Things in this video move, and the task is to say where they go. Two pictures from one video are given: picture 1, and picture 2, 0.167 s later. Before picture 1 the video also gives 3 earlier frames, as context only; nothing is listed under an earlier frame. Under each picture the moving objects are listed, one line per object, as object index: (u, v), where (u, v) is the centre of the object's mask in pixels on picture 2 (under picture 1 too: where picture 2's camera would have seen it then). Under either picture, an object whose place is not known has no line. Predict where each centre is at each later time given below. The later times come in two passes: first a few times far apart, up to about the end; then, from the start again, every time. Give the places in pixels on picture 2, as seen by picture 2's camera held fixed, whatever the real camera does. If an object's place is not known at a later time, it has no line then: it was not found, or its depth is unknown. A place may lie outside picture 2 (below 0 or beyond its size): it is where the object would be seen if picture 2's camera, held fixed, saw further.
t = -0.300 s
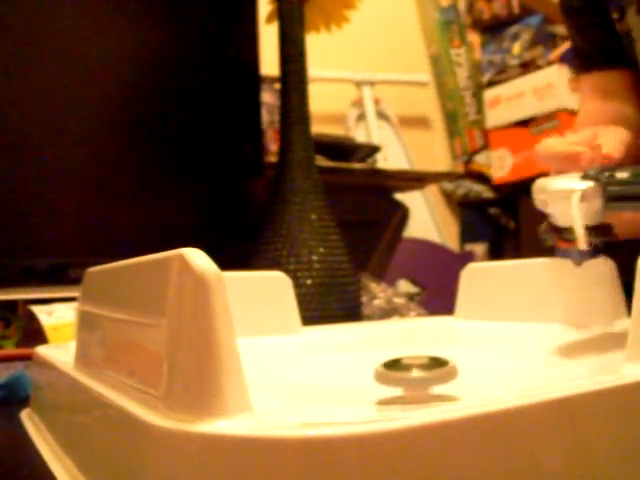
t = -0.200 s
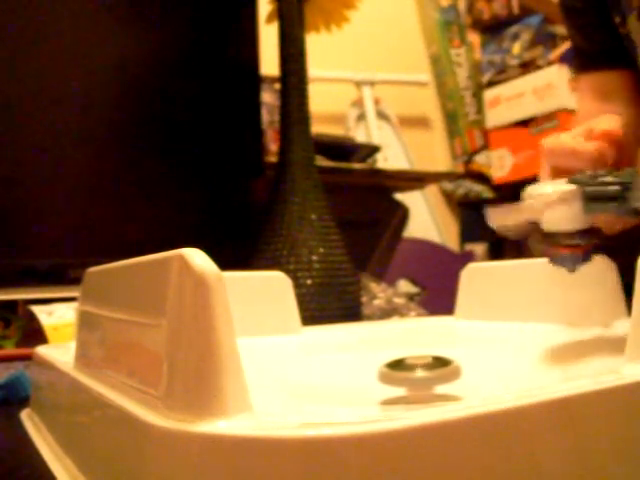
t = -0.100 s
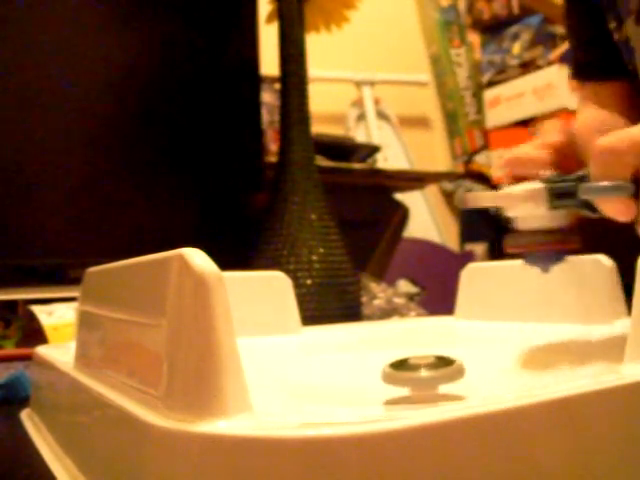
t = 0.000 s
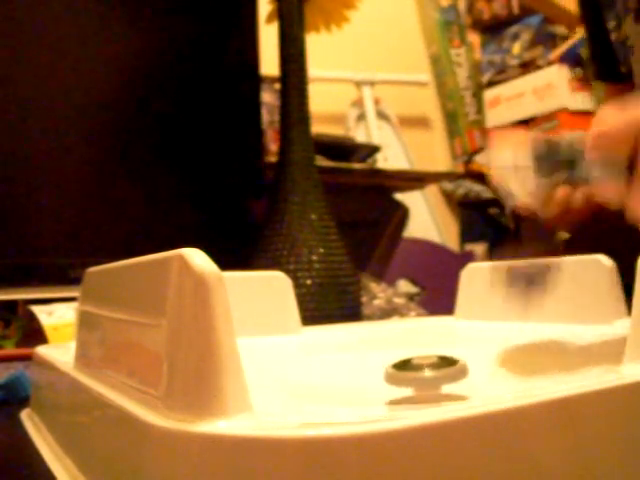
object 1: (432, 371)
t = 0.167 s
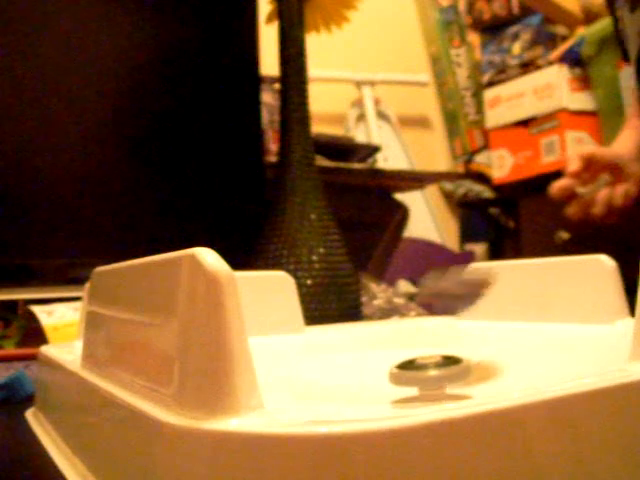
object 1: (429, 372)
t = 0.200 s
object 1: (431, 374)
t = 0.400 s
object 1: (428, 379)
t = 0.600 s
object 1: (440, 379)
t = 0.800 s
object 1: (446, 378)
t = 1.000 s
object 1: (446, 378)
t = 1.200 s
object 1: (494, 372)
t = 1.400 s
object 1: (487, 373)
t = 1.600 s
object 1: (473, 375)
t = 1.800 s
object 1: (476, 374)
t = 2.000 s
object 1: (474, 374)
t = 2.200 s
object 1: (469, 374)
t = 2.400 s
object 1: (471, 374)
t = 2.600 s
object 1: (469, 374)
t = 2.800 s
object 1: (465, 375)
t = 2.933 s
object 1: (461, 376)
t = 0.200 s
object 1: (431, 374)
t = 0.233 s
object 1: (430, 375)
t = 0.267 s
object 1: (428, 376)
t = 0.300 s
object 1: (429, 378)
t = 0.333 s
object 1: (428, 379)
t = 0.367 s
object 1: (428, 379)
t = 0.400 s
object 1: (428, 379)
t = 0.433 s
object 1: (430, 379)
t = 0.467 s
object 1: (433, 379)
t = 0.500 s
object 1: (435, 379)
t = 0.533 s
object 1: (436, 379)
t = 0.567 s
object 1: (438, 379)
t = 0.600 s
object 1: (440, 379)
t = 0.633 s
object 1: (441, 379)
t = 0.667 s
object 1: (442, 378)
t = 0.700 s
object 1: (443, 378)
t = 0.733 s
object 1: (444, 378)
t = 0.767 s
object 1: (445, 378)
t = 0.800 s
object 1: (446, 378)
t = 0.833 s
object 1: (446, 378)
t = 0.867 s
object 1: (446, 378)
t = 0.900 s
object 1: (446, 378)
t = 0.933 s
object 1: (447, 378)
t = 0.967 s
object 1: (446, 378)
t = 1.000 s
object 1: (446, 378)
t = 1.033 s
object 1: (459, 377)
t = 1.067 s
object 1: (473, 375)
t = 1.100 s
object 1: (484, 374)
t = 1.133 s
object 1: (491, 373)
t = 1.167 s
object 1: (493, 372)
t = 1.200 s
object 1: (494, 372)
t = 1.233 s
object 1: (494, 372)
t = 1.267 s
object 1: (493, 372)
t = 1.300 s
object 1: (492, 372)
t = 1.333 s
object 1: (491, 373)
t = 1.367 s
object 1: (489, 373)
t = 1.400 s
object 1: (487, 373)
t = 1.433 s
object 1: (484, 374)
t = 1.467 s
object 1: (481, 374)
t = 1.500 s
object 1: (479, 374)
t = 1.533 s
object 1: (476, 374)
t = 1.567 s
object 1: (474, 375)
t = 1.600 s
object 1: (473, 375)
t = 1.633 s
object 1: (475, 374)
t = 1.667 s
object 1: (476, 374)
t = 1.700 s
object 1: (474, 374)
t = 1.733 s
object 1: (473, 375)
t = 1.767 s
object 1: (475, 374)
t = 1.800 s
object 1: (476, 374)
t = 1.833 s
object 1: (475, 374)
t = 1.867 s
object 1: (473, 374)
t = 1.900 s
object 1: (472, 374)
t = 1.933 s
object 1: (472, 374)
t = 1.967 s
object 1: (471, 374)
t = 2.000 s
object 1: (474, 374)
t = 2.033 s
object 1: (474, 374)
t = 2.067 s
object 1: (473, 374)
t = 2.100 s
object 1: (473, 374)
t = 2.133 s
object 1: (472, 374)
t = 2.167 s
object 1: (471, 374)
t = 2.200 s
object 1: (469, 374)
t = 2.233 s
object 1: (471, 374)
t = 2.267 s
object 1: (474, 374)
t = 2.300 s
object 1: (474, 374)
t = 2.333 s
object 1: (473, 374)
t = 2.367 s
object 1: (472, 374)
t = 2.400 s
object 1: (471, 374)
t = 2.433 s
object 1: (470, 374)
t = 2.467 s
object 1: (470, 373)
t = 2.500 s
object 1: (468, 374)
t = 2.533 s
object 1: (467, 373)
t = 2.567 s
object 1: (466, 372)
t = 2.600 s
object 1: (469, 374)
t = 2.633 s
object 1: (469, 375)
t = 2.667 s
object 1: (468, 375)
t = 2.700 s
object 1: (467, 375)
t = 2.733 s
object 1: (466, 375)
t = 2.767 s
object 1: (466, 375)
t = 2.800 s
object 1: (465, 375)
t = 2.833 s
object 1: (464, 375)
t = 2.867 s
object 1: (464, 375)
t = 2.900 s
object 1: (464, 376)
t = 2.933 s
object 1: (461, 376)
